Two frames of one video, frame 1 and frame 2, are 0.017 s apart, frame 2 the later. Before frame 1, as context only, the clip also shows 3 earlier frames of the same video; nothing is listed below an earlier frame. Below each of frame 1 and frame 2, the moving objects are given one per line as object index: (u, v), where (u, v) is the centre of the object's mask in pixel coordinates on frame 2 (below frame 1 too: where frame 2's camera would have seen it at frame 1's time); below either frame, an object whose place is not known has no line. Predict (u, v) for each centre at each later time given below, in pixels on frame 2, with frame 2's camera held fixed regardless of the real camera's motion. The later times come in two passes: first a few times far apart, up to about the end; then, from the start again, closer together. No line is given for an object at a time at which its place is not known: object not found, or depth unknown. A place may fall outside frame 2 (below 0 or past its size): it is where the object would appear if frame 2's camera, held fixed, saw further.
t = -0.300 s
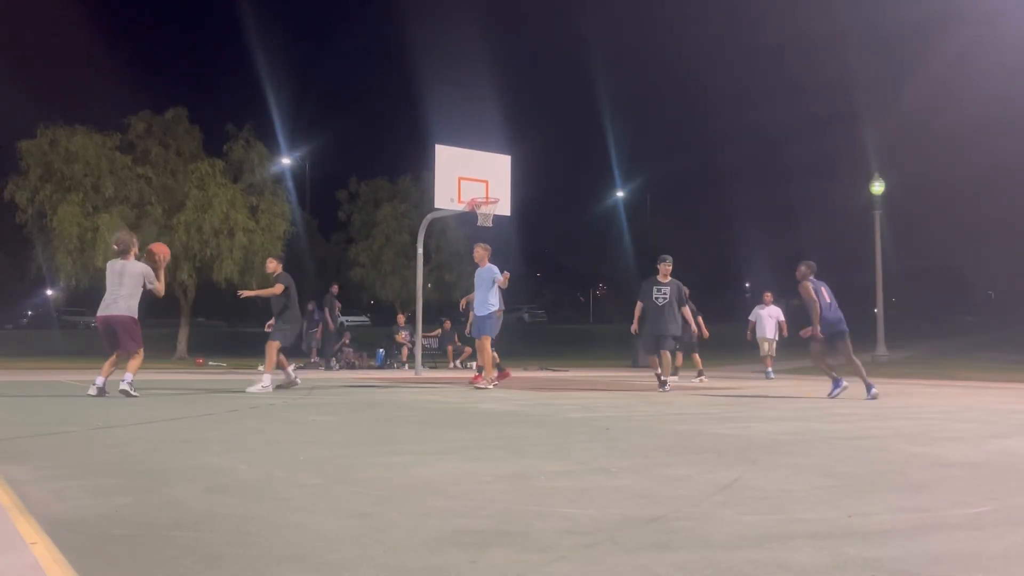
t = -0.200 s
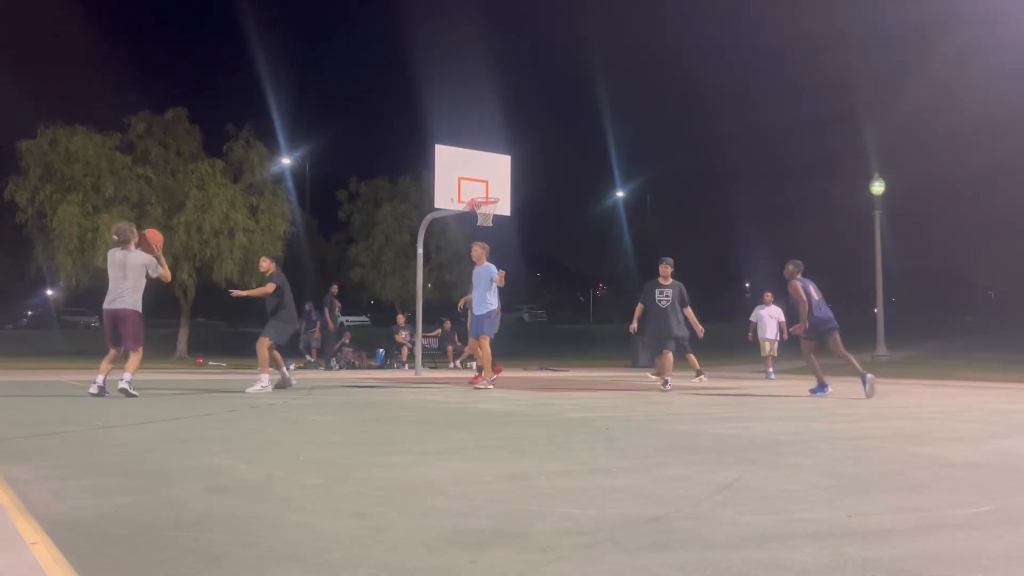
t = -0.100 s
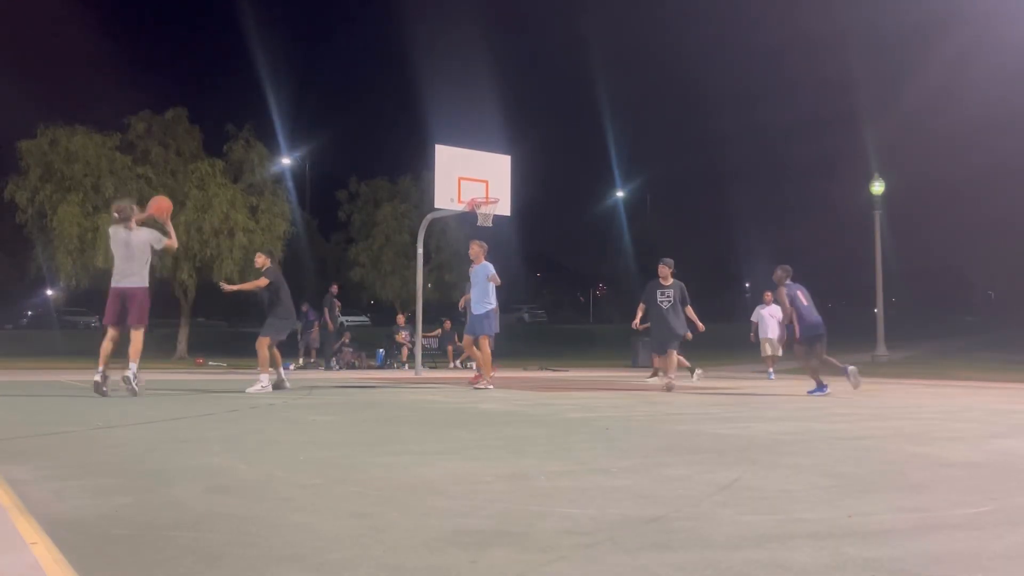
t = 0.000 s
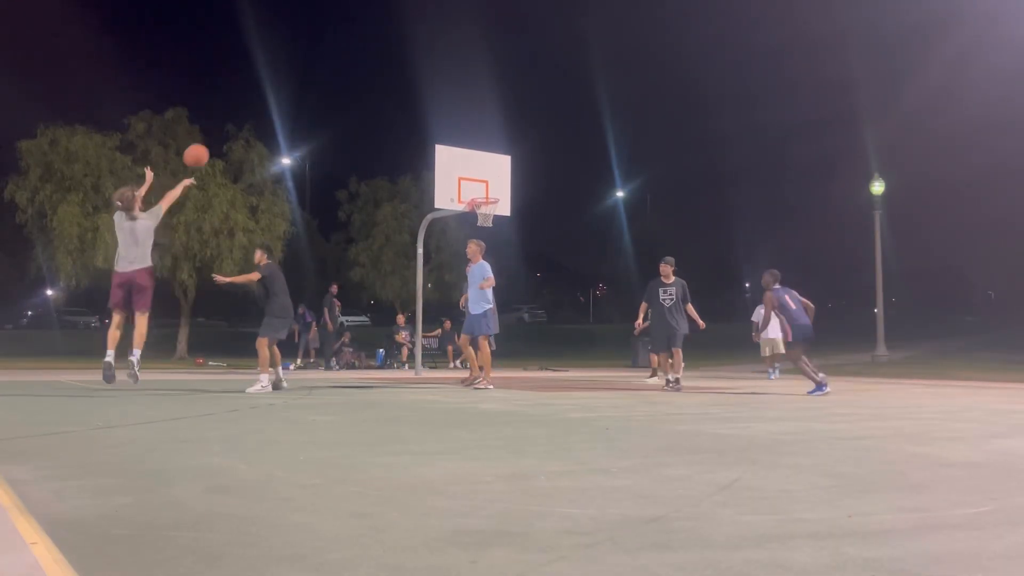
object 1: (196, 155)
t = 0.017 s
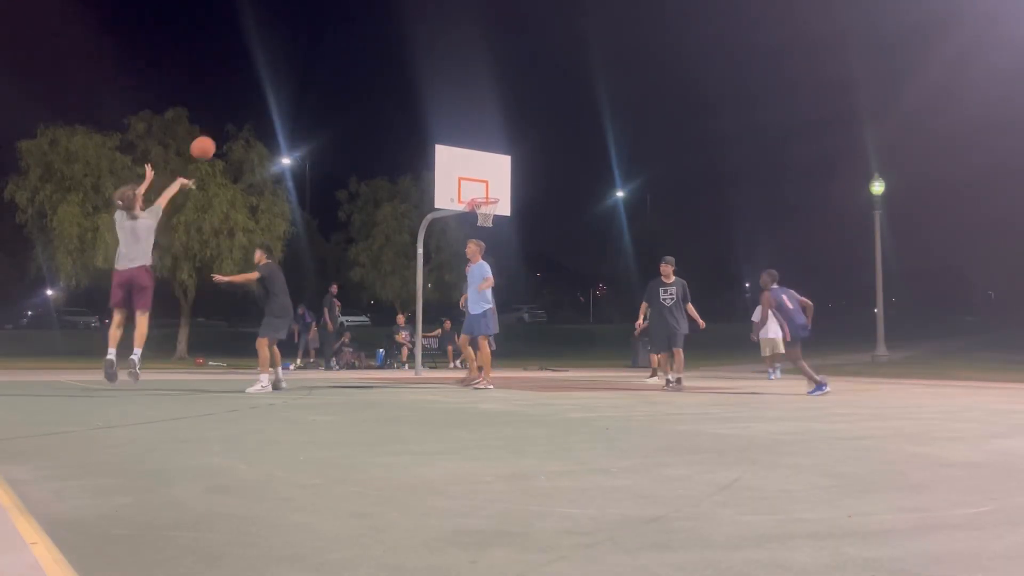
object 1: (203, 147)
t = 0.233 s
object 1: (282, 78)
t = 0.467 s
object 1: (349, 54)
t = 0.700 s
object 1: (403, 70)
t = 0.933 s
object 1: (449, 117)
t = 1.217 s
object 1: (491, 202)
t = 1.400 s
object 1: (465, 223)
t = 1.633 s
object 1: (439, 259)
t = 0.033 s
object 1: (210, 140)
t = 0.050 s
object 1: (216, 133)
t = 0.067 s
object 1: (223, 127)
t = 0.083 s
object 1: (229, 120)
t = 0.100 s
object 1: (235, 114)
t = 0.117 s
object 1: (242, 108)
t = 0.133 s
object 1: (248, 103)
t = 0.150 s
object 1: (254, 98)
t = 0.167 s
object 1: (260, 94)
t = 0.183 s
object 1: (265, 89)
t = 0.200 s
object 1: (271, 85)
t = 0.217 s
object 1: (276, 82)
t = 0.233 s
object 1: (282, 78)
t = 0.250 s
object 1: (287, 75)
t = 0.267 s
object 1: (292, 72)
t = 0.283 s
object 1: (298, 69)
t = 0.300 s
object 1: (303, 66)
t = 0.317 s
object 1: (308, 64)
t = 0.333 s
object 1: (312, 62)
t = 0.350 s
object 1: (317, 60)
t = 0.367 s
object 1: (322, 59)
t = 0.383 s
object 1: (326, 57)
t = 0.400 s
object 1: (331, 56)
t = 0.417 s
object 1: (336, 55)
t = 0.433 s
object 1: (340, 55)
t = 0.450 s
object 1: (344, 54)
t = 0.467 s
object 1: (349, 54)
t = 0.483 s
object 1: (353, 54)
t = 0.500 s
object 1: (357, 54)
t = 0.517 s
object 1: (361, 54)
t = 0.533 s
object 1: (366, 55)
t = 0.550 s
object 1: (370, 56)
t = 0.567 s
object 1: (373, 57)
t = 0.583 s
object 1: (377, 58)
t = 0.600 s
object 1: (381, 59)
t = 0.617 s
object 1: (385, 61)
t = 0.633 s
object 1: (389, 62)
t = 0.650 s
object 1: (393, 64)
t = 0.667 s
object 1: (396, 66)
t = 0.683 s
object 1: (400, 68)
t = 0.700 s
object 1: (403, 70)
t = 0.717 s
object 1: (407, 73)
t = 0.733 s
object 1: (410, 75)
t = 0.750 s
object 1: (413, 78)
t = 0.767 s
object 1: (417, 81)
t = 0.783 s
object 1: (420, 84)
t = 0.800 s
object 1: (424, 87)
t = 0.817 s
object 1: (427, 90)
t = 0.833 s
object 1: (430, 94)
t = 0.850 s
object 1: (434, 97)
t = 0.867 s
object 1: (437, 101)
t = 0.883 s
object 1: (440, 105)
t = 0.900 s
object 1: (443, 108)
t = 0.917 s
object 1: (446, 113)
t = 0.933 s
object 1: (449, 117)
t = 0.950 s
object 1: (452, 121)
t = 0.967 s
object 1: (455, 125)
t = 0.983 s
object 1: (458, 130)
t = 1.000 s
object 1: (460, 134)
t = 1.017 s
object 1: (463, 139)
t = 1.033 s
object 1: (466, 144)
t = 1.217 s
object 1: (491, 202)
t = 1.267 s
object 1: (480, 211)
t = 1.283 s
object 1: (481, 214)
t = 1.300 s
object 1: (477, 216)
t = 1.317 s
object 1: (473, 215)
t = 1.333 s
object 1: (472, 216)
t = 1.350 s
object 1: (470, 219)
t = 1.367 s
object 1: (468, 220)
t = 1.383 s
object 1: (467, 222)
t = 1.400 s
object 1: (465, 223)
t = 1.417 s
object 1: (462, 225)
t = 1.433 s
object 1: (461, 226)
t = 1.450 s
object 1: (459, 228)
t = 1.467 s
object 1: (457, 230)
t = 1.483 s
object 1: (455, 232)
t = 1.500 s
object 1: (454, 235)
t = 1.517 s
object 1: (452, 237)
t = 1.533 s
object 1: (450, 239)
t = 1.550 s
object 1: (448, 242)
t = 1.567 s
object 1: (447, 245)
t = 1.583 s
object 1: (445, 248)
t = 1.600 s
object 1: (443, 251)
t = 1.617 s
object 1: (441, 255)
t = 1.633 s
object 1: (439, 259)
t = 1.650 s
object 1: (438, 263)
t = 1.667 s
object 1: (437, 266)
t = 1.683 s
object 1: (435, 270)
